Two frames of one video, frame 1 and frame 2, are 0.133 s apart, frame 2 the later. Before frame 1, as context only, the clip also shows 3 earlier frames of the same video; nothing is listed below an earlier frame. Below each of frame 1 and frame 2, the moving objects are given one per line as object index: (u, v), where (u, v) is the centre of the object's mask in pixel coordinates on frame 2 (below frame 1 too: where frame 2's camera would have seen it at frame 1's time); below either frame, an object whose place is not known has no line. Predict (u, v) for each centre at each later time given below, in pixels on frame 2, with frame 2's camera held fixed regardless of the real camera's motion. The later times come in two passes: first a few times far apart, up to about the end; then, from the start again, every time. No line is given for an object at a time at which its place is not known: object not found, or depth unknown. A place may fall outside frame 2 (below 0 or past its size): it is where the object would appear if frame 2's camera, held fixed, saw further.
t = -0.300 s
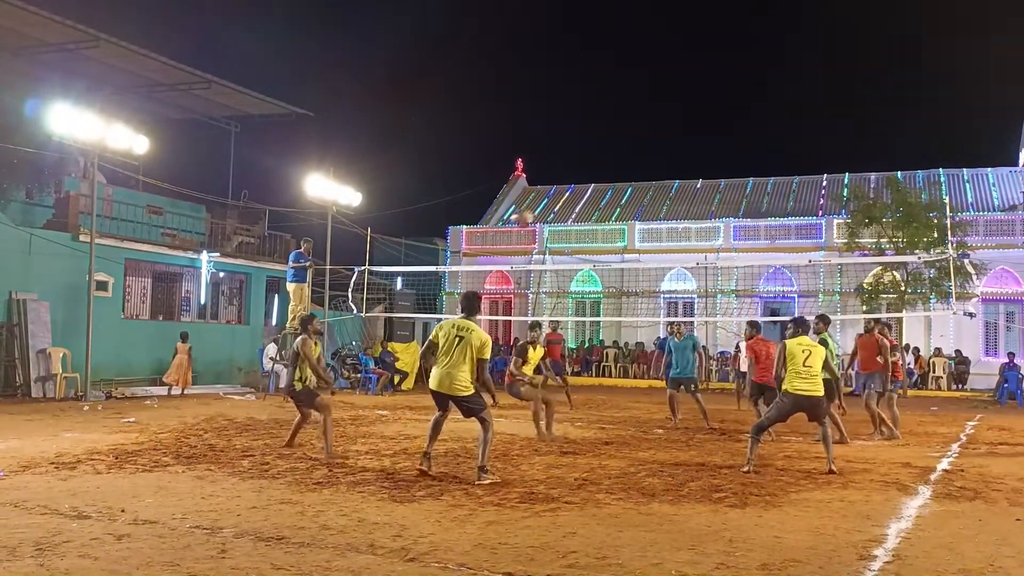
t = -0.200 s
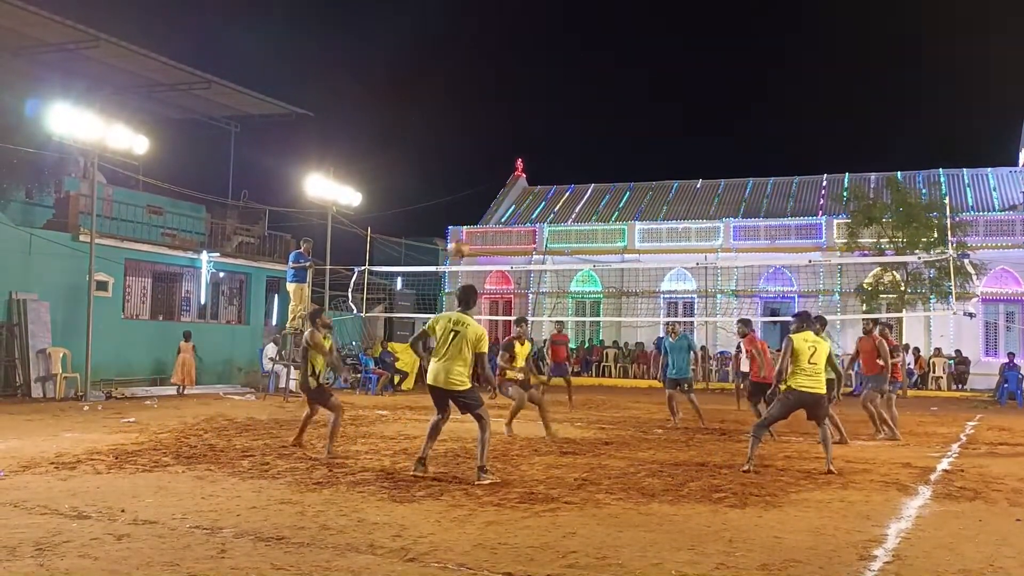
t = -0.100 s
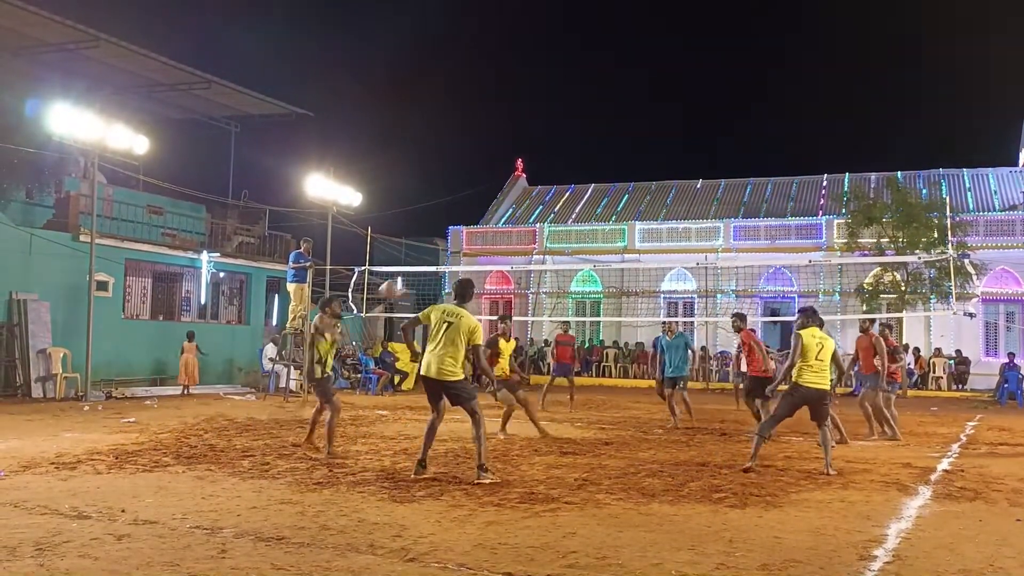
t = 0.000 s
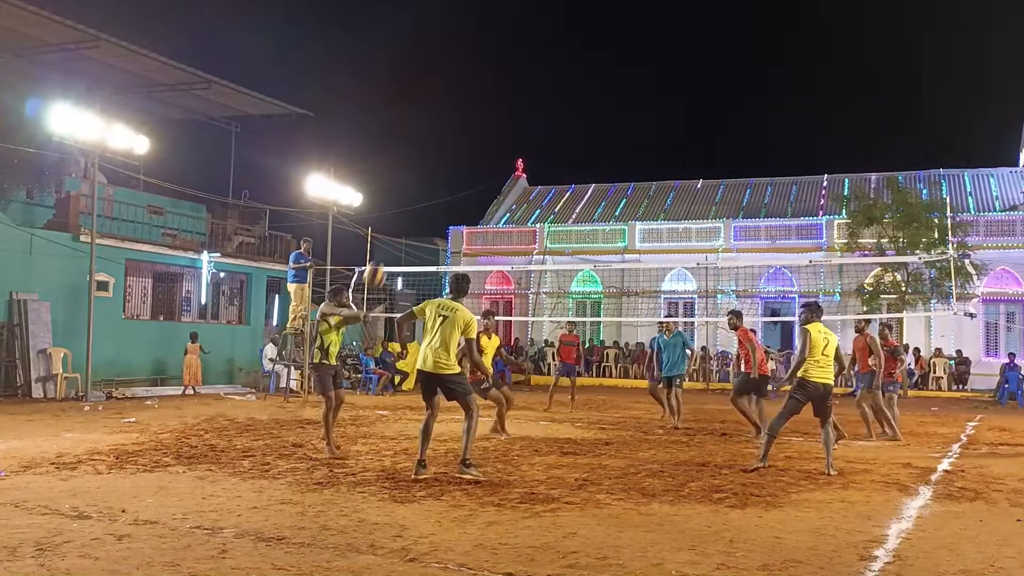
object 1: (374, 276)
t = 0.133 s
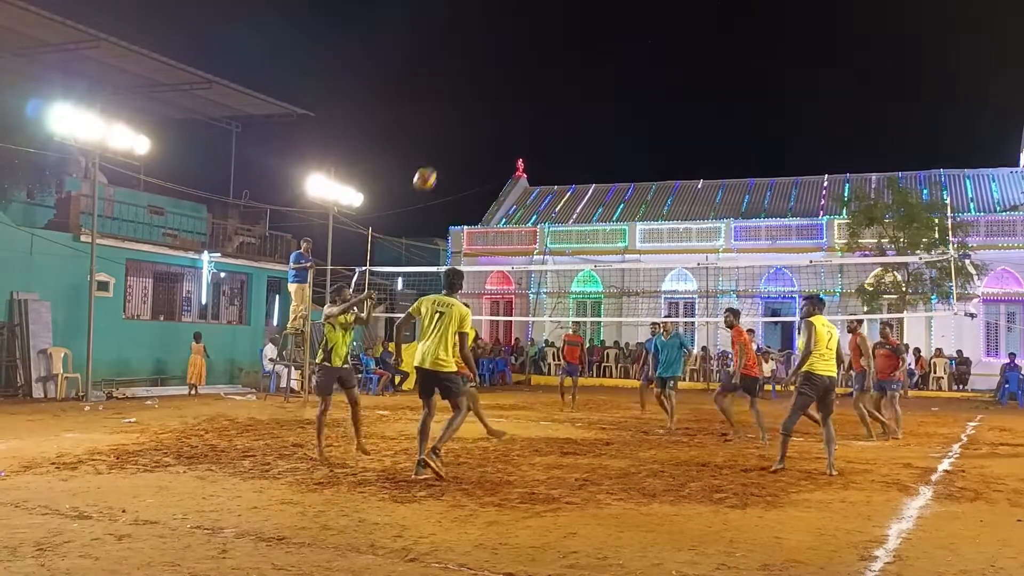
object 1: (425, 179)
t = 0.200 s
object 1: (448, 140)
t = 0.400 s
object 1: (511, 58)
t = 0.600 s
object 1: (569, 17)
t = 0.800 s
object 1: (623, 14)
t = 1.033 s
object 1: (680, 54)
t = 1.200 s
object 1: (718, 108)
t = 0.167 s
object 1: (437, 159)
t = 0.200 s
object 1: (448, 140)
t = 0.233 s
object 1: (459, 124)
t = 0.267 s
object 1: (470, 108)
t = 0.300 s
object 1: (481, 93)
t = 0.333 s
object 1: (491, 80)
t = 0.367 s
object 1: (502, 68)
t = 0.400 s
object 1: (511, 58)
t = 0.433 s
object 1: (521, 48)
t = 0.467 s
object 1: (531, 40)
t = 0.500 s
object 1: (541, 32)
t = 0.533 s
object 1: (551, 26)
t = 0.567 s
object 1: (560, 21)
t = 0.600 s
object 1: (569, 17)
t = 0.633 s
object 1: (579, 14)
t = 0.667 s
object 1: (588, 12)
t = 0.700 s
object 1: (597, 11)
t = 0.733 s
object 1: (606, 11)
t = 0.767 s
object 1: (614, 12)
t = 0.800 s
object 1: (623, 14)
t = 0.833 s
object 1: (631, 17)
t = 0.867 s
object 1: (639, 21)
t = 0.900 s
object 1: (648, 26)
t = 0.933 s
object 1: (656, 32)
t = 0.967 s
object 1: (664, 39)
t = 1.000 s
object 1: (672, 46)
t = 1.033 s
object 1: (680, 54)
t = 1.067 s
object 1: (687, 64)
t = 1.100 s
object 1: (695, 74)
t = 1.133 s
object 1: (703, 85)
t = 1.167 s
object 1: (711, 96)
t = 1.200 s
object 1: (718, 108)
